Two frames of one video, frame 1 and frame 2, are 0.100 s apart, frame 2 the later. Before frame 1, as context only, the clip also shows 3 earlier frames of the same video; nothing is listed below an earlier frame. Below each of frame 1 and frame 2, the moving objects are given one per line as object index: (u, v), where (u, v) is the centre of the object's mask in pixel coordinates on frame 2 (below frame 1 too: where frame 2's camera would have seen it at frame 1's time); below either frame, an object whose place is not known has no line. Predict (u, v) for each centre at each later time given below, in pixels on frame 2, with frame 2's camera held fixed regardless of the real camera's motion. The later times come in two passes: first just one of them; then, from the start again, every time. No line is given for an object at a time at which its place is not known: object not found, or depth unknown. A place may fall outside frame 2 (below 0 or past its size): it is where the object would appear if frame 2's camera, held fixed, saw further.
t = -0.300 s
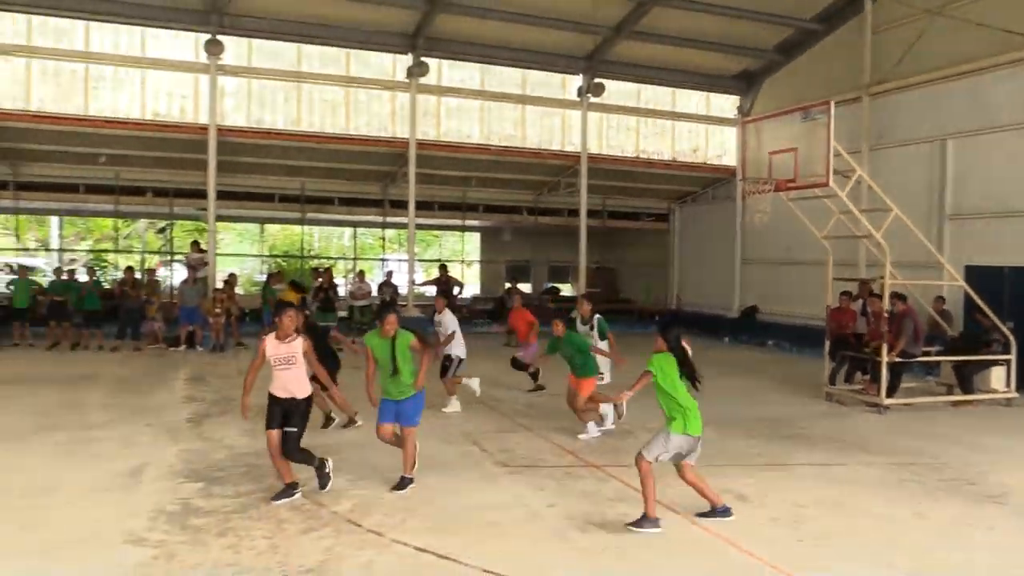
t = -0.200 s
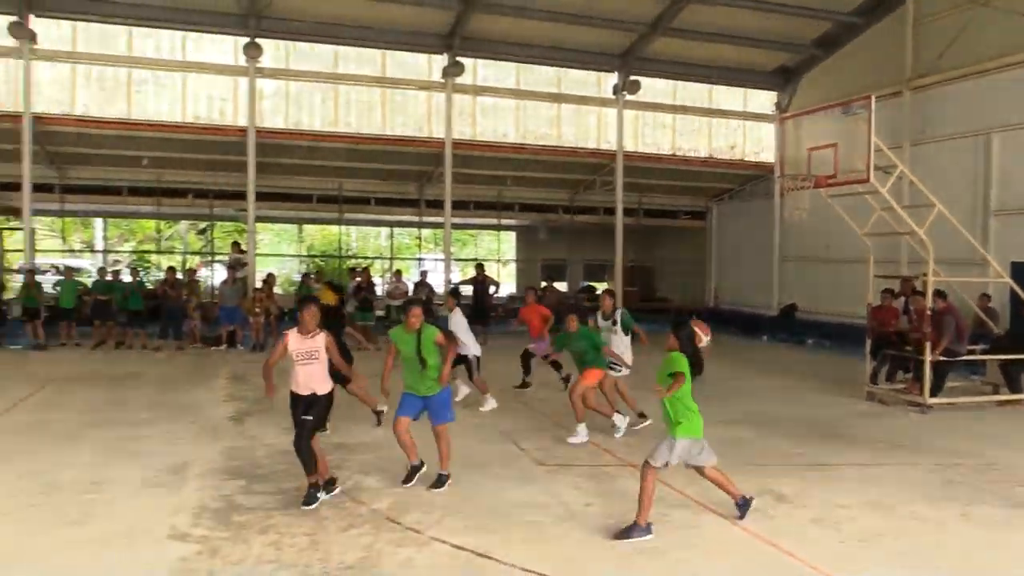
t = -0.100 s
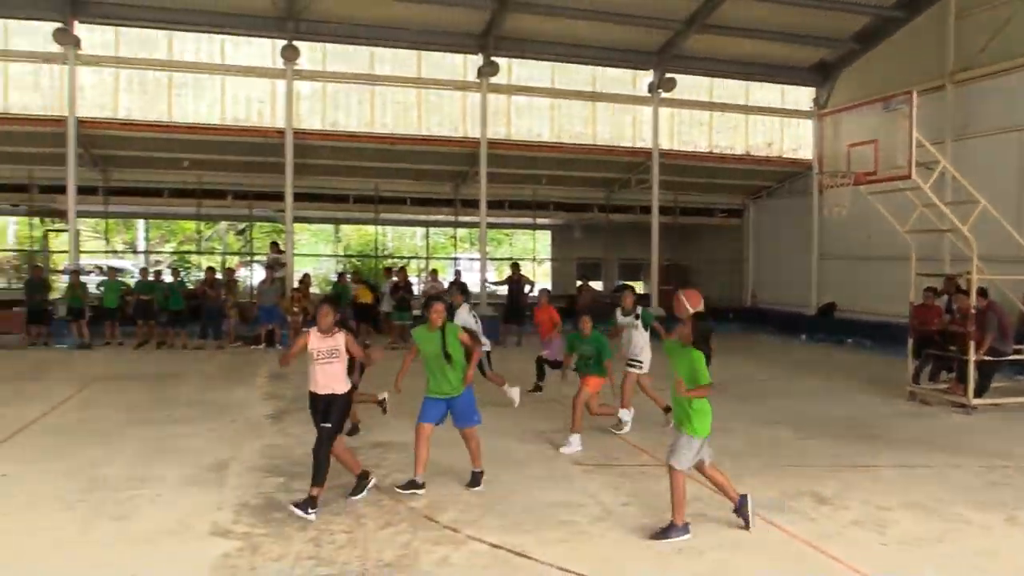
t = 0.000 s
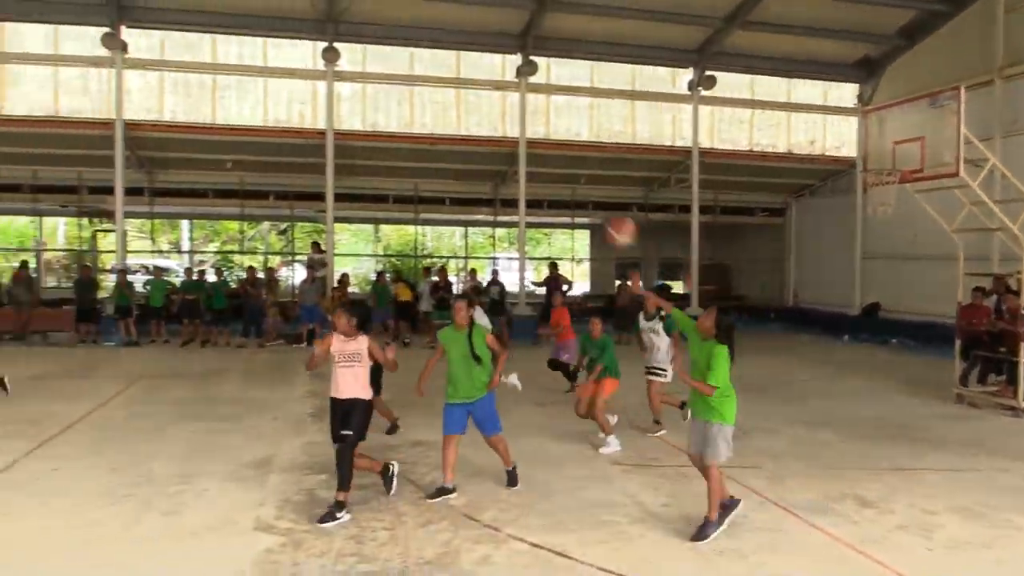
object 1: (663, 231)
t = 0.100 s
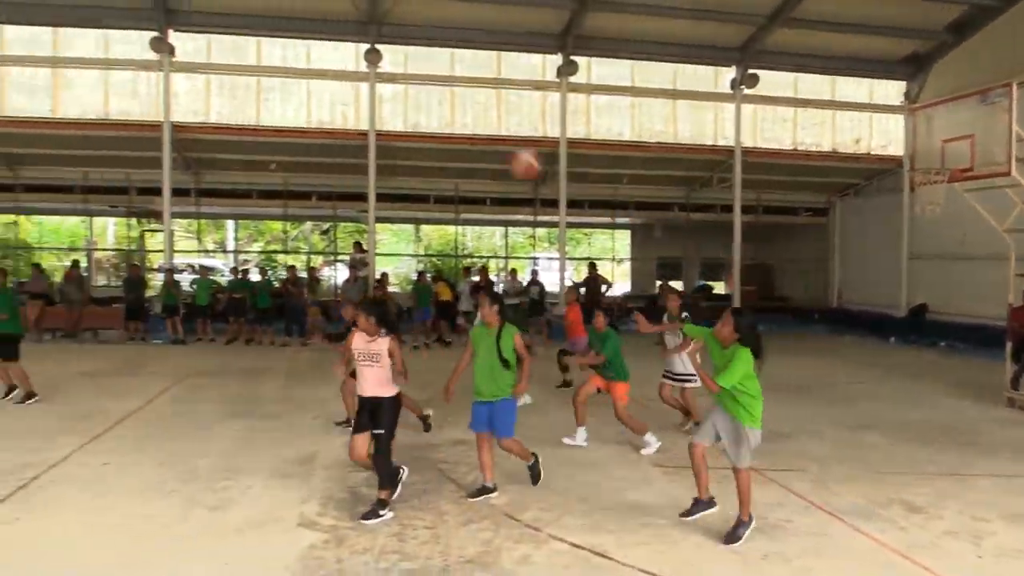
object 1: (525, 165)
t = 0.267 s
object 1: (280, 72)
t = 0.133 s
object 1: (476, 143)
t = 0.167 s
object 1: (427, 123)
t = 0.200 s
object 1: (378, 104)
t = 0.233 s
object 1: (329, 87)
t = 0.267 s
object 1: (280, 72)
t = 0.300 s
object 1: (229, 57)
